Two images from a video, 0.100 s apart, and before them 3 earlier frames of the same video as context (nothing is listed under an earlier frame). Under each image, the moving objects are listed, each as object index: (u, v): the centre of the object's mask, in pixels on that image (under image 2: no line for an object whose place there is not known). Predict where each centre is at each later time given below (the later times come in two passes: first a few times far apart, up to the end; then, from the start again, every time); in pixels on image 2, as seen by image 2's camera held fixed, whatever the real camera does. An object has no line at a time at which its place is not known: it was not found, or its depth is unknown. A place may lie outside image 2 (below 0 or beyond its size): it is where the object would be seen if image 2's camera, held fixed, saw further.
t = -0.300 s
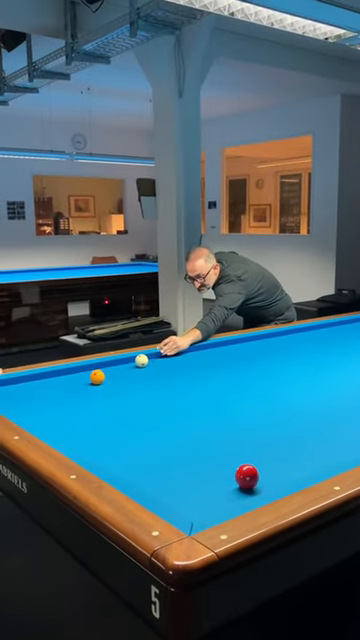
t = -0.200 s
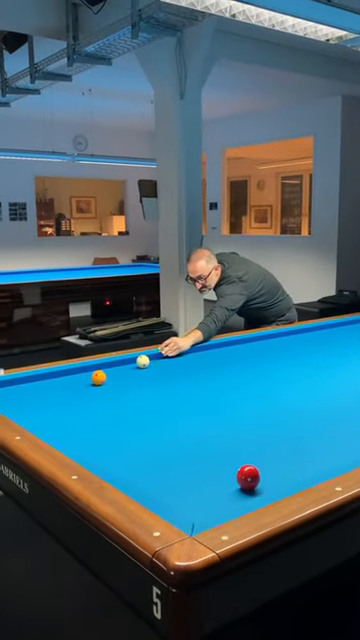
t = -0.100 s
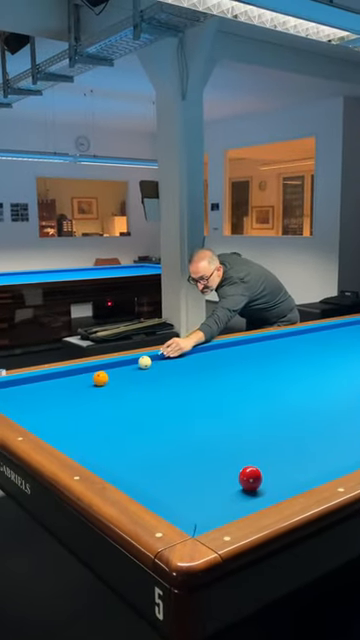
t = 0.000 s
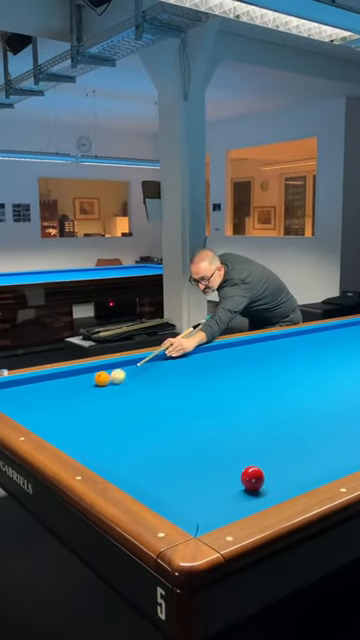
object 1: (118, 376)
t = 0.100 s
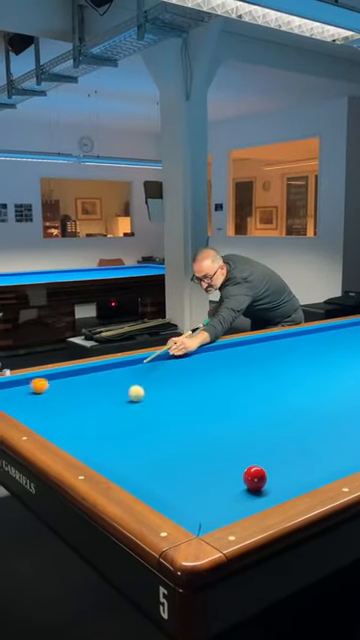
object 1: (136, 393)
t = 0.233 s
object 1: (161, 421)
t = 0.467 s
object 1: (219, 497)
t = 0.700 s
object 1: (135, 460)
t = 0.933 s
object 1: (73, 432)
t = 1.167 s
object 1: (37, 413)
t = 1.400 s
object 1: (16, 398)
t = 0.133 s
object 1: (142, 400)
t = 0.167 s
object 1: (148, 406)
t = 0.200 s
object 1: (154, 413)
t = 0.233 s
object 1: (161, 421)
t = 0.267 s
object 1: (168, 429)
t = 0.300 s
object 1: (174, 438)
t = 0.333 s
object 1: (182, 448)
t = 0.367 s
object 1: (190, 458)
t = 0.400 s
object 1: (199, 470)
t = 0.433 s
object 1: (209, 482)
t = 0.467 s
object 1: (219, 497)
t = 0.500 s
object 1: (225, 503)
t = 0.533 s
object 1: (207, 497)
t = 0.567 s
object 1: (190, 488)
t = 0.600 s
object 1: (175, 480)
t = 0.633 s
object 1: (160, 473)
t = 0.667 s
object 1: (148, 466)
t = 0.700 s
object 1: (135, 460)
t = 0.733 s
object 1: (124, 455)
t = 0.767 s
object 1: (114, 450)
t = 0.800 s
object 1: (105, 446)
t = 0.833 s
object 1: (96, 442)
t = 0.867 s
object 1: (88, 438)
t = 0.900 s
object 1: (80, 435)
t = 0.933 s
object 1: (73, 432)
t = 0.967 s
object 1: (67, 429)
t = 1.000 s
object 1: (60, 426)
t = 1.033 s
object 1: (54, 424)
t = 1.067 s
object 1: (47, 420)
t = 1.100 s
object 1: (44, 418)
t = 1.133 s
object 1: (40, 415)
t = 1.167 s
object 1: (37, 413)
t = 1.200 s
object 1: (34, 410)
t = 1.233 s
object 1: (30, 408)
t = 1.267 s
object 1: (27, 406)
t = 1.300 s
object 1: (24, 404)
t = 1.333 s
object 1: (21, 402)
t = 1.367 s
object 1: (19, 400)
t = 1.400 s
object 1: (16, 398)
